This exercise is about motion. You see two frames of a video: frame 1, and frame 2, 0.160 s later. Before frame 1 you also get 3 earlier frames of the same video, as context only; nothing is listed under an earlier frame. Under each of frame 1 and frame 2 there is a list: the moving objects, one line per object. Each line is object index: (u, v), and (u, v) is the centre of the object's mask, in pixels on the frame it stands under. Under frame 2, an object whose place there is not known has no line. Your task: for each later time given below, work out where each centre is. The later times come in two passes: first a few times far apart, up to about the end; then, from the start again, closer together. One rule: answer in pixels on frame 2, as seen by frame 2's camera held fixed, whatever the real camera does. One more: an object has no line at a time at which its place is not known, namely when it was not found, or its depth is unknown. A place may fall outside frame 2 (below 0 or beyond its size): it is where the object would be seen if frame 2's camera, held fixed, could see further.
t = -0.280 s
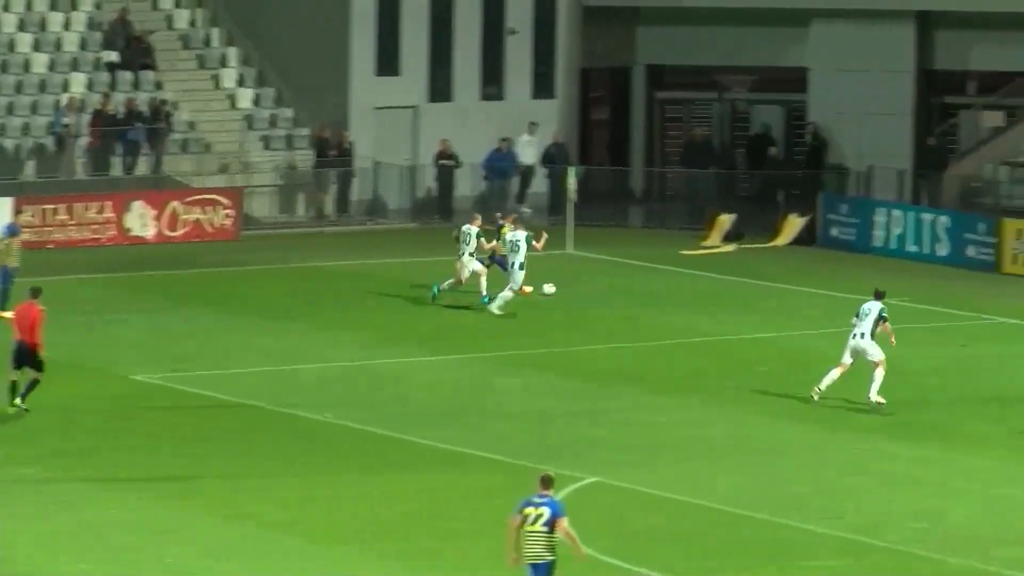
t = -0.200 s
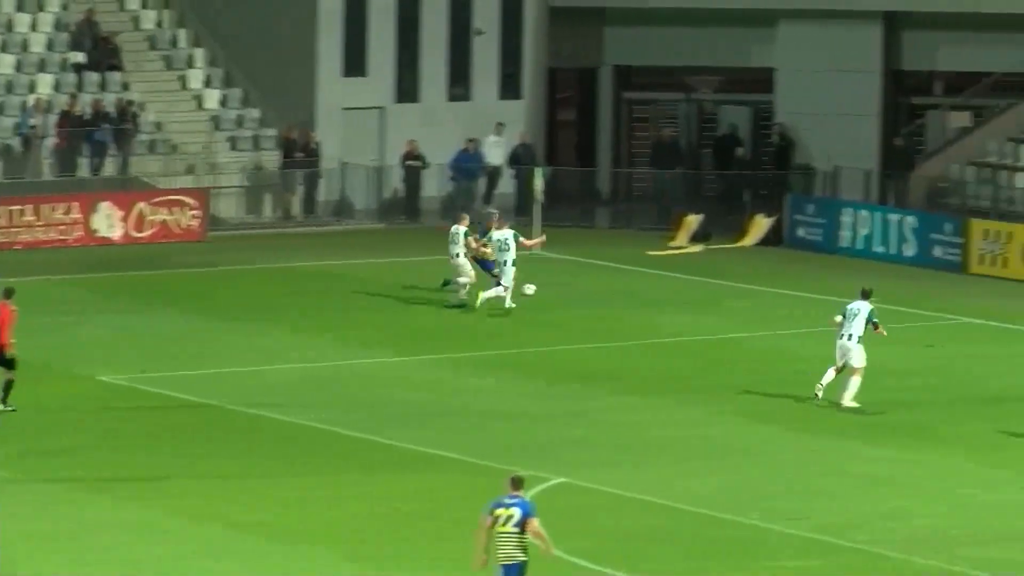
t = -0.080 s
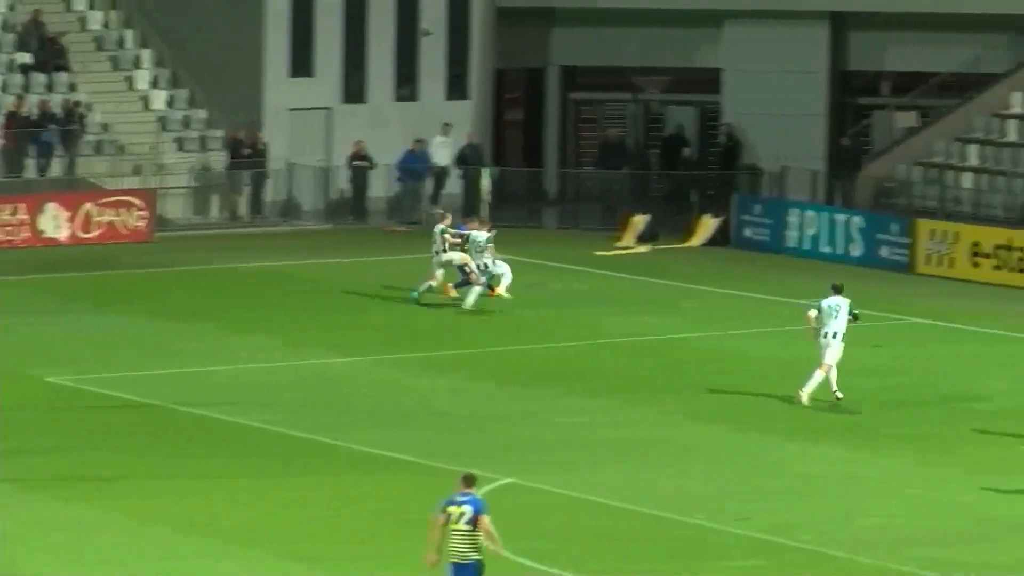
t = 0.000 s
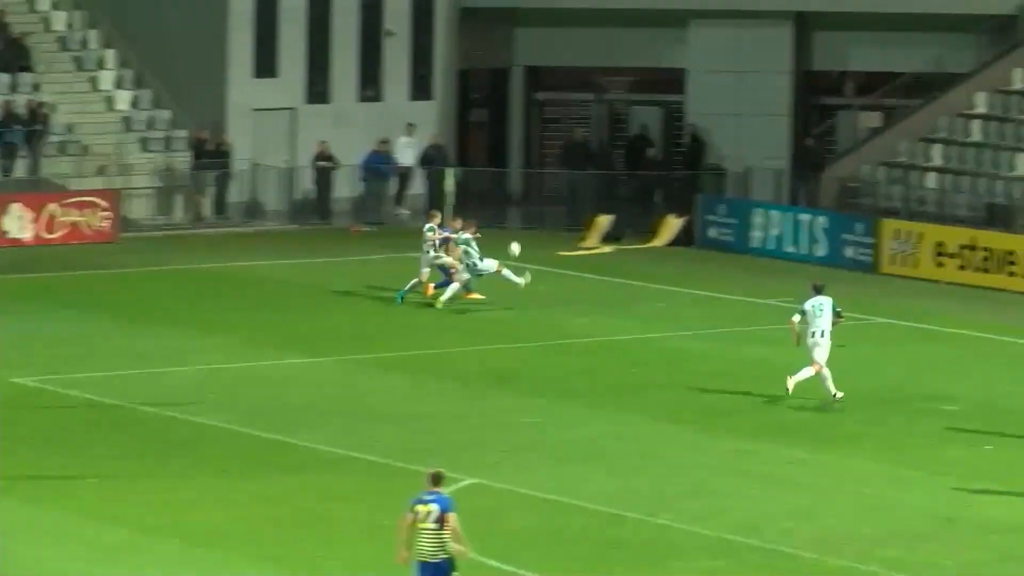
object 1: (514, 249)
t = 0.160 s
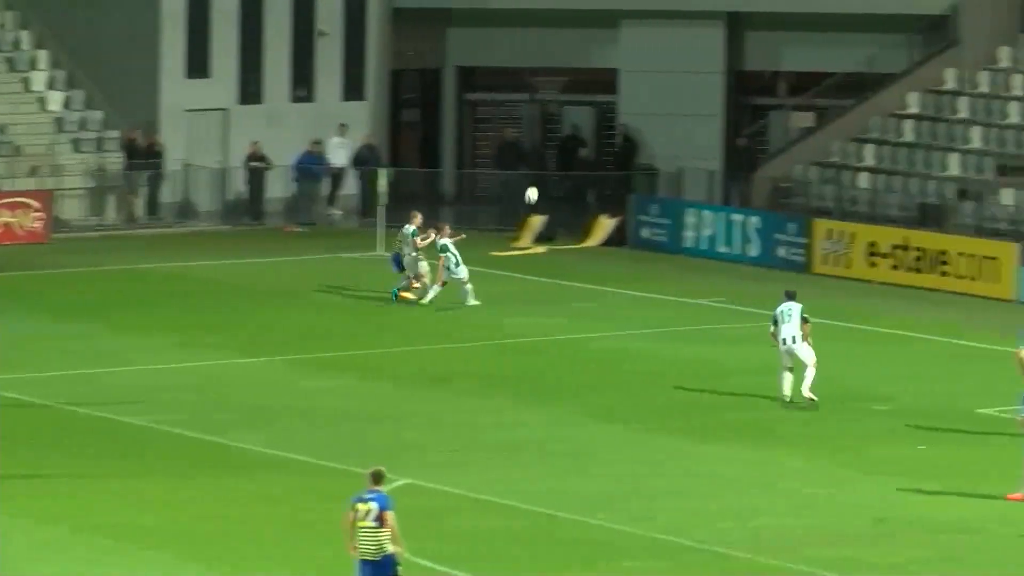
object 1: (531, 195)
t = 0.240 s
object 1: (573, 170)
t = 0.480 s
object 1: (689, 106)
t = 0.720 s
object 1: (797, 64)
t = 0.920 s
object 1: (882, 48)
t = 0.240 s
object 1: (573, 170)
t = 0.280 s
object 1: (593, 158)
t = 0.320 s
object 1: (613, 147)
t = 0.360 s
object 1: (633, 136)
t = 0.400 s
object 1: (652, 125)
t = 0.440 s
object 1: (671, 115)
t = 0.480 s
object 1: (689, 106)
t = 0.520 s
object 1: (708, 97)
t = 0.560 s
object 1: (726, 89)
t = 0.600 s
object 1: (744, 83)
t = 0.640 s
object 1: (762, 76)
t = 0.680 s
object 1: (780, 69)
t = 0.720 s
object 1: (797, 64)
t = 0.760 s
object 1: (815, 60)
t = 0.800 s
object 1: (832, 56)
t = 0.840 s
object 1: (849, 53)
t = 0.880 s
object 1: (865, 50)
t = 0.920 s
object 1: (882, 48)
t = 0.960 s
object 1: (898, 47)
